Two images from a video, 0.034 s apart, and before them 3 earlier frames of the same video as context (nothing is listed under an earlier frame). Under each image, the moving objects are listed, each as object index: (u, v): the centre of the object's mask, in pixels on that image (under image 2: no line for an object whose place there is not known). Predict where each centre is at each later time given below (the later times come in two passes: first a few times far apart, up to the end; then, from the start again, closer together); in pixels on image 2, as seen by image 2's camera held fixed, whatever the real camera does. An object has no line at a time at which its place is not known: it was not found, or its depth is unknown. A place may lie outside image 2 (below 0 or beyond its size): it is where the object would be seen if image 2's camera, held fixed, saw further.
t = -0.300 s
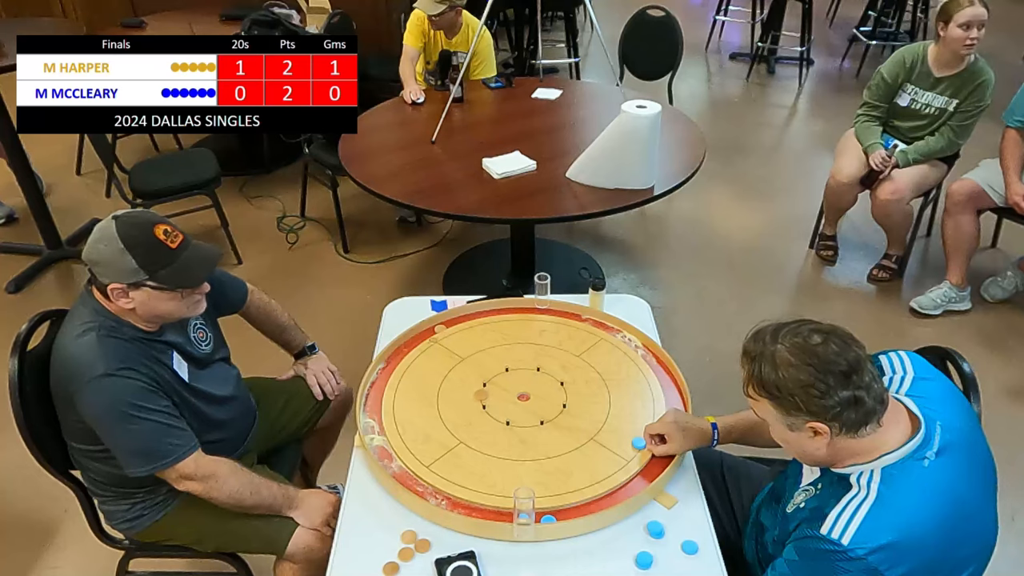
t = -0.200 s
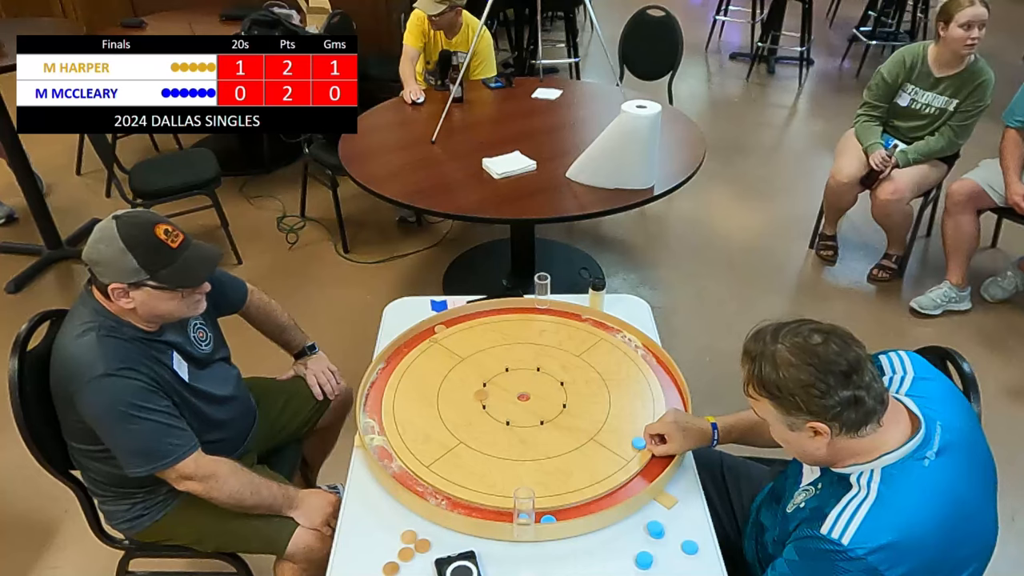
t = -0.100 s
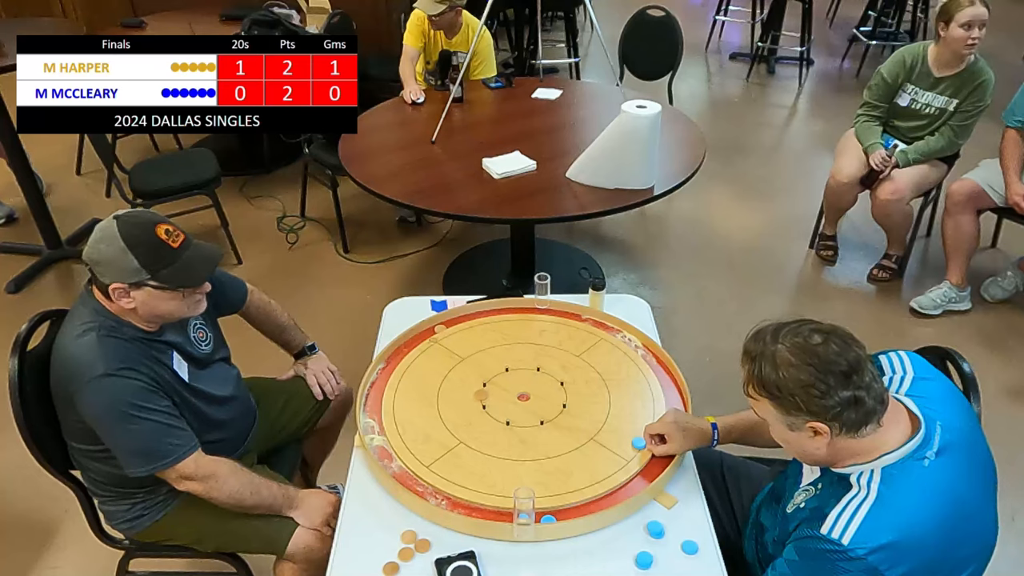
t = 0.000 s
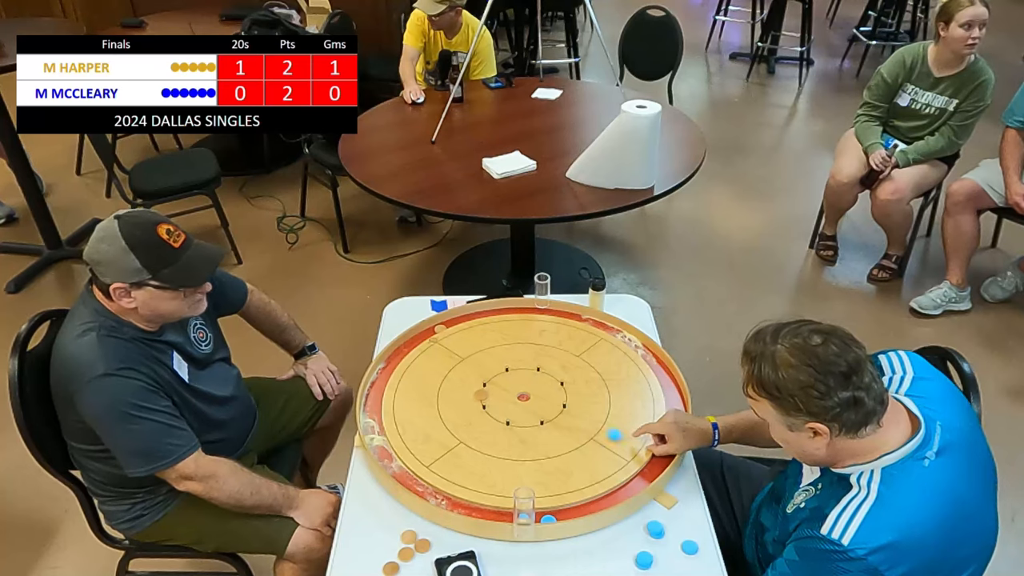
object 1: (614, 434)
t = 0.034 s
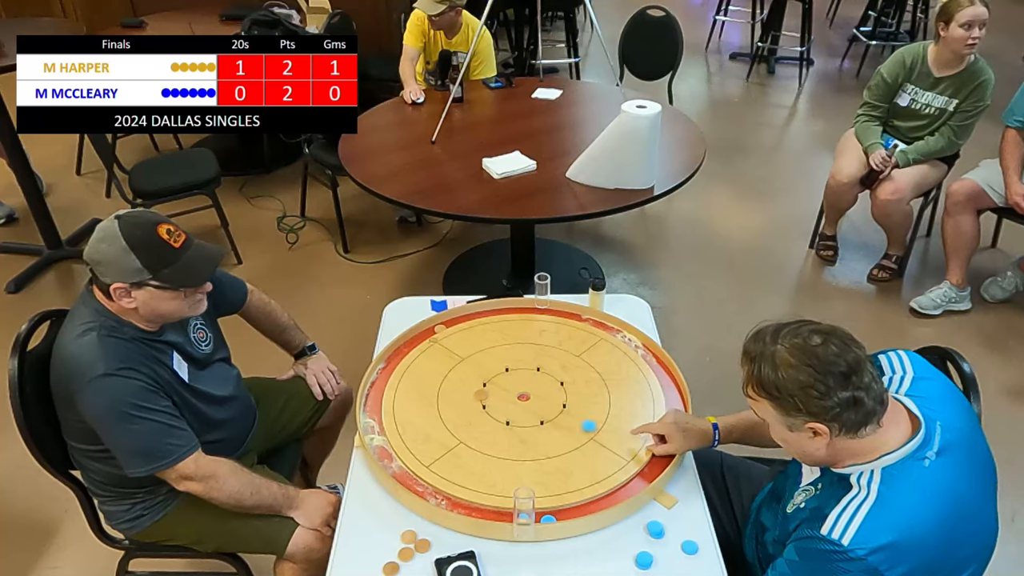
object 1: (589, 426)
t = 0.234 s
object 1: (506, 390)
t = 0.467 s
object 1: (563, 394)
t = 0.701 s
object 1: (571, 391)
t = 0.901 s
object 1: (570, 391)
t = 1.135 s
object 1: (571, 391)
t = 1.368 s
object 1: (572, 392)
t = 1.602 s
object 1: (572, 392)
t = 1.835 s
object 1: (572, 392)
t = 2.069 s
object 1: (572, 392)
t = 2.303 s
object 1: (572, 392)
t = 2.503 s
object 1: (571, 392)
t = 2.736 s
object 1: (572, 392)
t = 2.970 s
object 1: (572, 392)
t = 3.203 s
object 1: (572, 392)
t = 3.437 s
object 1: (572, 392)
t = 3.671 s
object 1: (572, 392)
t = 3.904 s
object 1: (572, 392)
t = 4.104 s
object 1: (572, 392)
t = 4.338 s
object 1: (572, 392)
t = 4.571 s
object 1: (572, 392)
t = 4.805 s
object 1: (572, 392)
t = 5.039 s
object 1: (572, 392)
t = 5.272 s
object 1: (572, 392)
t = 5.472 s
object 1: (572, 392)
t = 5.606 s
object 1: (572, 392)
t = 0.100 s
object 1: (541, 409)
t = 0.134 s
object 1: (518, 401)
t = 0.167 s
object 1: (497, 393)
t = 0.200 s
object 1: (495, 388)
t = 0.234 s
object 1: (506, 390)
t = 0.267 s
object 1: (517, 391)
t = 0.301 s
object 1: (528, 393)
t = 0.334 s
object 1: (536, 392)
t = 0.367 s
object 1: (544, 393)
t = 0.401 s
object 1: (553, 395)
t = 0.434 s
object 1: (558, 397)
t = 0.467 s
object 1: (563, 394)
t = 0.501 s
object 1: (564, 393)
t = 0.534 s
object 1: (566, 393)
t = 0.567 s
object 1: (567, 392)
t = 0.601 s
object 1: (569, 391)
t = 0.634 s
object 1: (570, 392)
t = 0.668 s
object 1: (571, 391)
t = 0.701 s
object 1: (571, 391)
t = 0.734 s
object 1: (571, 392)
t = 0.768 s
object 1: (571, 391)
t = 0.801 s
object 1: (571, 392)
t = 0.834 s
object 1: (571, 392)
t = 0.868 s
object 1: (571, 392)
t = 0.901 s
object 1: (570, 391)
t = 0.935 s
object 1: (570, 391)
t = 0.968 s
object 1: (570, 391)
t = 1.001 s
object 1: (570, 391)
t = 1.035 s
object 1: (571, 391)
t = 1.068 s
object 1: (571, 391)
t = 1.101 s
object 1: (571, 391)
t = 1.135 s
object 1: (571, 391)
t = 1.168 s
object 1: (571, 391)
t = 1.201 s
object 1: (571, 391)
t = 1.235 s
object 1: (571, 392)
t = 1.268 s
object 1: (572, 392)
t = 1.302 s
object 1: (572, 392)
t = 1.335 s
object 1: (572, 392)
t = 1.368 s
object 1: (572, 392)
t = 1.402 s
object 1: (572, 392)
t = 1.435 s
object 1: (572, 392)
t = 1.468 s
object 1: (572, 392)
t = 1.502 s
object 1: (572, 392)
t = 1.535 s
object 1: (572, 392)
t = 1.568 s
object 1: (572, 392)
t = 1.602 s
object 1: (572, 392)
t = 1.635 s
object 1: (572, 392)
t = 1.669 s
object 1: (572, 392)
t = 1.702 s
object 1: (572, 392)
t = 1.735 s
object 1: (572, 392)
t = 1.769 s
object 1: (572, 392)
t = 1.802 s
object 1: (572, 392)
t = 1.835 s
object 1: (572, 392)
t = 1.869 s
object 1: (574, 394)
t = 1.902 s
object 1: (572, 392)
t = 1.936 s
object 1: (572, 392)
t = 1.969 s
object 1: (572, 392)
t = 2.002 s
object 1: (572, 392)
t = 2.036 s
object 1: (572, 392)
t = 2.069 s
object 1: (572, 392)
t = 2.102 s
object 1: (572, 392)
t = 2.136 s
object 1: (572, 392)
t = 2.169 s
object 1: (572, 392)
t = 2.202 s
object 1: (572, 392)
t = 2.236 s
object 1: (572, 392)
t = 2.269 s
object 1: (572, 392)
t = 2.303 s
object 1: (572, 392)
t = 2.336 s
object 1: (572, 392)
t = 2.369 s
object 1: (572, 392)
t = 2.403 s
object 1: (572, 392)
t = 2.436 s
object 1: (571, 392)
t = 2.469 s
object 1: (571, 392)
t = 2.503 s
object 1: (571, 392)
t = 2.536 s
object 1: (571, 392)
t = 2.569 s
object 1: (571, 392)
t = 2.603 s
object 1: (571, 392)
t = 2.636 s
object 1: (571, 392)
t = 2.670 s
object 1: (571, 392)
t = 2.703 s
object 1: (572, 392)
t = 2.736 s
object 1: (572, 392)
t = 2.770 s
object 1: (572, 392)
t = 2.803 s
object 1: (572, 392)
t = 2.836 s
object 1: (572, 392)
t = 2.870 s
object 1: (572, 392)
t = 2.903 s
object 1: (572, 392)
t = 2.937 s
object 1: (572, 392)
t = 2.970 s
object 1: (572, 392)
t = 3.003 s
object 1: (572, 392)
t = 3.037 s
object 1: (572, 392)
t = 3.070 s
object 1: (572, 392)
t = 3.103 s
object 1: (572, 392)
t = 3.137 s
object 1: (572, 392)
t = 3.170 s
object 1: (572, 392)
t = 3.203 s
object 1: (572, 392)
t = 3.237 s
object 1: (572, 392)
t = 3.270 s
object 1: (572, 392)
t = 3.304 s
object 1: (572, 392)
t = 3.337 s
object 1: (572, 392)
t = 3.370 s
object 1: (572, 392)
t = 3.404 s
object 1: (572, 392)
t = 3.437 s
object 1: (572, 392)
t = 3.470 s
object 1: (572, 392)
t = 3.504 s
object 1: (572, 392)
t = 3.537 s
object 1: (572, 392)
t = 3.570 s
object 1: (572, 392)
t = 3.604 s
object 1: (572, 392)
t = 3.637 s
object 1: (572, 392)
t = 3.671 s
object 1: (572, 392)
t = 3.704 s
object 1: (572, 392)
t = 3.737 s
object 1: (572, 392)
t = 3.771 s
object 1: (572, 392)
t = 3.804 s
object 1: (572, 392)
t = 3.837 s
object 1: (572, 392)
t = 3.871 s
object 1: (572, 392)
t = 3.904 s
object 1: (572, 392)
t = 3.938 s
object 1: (572, 392)
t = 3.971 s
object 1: (572, 392)
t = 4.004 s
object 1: (572, 392)
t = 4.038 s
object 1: (572, 392)
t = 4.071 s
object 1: (572, 392)
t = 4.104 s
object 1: (572, 392)
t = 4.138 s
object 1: (572, 392)
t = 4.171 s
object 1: (572, 392)
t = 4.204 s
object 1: (572, 392)
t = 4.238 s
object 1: (572, 392)
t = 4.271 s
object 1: (572, 392)
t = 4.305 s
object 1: (572, 392)
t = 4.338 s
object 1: (572, 392)
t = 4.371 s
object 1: (572, 392)
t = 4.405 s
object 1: (572, 392)
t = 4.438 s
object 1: (572, 392)
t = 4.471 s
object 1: (572, 392)
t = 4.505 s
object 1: (572, 392)
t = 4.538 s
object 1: (572, 392)
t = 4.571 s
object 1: (572, 392)
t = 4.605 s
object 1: (572, 392)
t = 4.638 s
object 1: (572, 392)
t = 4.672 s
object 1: (572, 392)
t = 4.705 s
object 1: (572, 392)
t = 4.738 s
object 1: (572, 392)
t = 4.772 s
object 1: (572, 392)
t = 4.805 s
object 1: (572, 392)
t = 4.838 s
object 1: (572, 392)
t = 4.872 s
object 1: (572, 392)
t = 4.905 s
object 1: (572, 392)
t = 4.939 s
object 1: (572, 392)
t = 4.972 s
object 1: (572, 392)
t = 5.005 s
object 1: (572, 392)
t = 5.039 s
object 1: (572, 392)
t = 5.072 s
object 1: (572, 392)
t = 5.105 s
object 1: (572, 392)
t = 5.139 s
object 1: (572, 392)
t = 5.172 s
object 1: (572, 392)
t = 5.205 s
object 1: (572, 392)
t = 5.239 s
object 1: (572, 392)
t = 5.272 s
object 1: (572, 392)
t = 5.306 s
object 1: (572, 392)
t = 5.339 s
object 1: (572, 392)
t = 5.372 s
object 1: (572, 392)
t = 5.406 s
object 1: (572, 392)
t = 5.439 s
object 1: (572, 392)
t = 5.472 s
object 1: (572, 392)
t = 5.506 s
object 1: (572, 392)
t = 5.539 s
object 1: (572, 392)
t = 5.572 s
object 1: (572, 392)
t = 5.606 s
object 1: (572, 392)
